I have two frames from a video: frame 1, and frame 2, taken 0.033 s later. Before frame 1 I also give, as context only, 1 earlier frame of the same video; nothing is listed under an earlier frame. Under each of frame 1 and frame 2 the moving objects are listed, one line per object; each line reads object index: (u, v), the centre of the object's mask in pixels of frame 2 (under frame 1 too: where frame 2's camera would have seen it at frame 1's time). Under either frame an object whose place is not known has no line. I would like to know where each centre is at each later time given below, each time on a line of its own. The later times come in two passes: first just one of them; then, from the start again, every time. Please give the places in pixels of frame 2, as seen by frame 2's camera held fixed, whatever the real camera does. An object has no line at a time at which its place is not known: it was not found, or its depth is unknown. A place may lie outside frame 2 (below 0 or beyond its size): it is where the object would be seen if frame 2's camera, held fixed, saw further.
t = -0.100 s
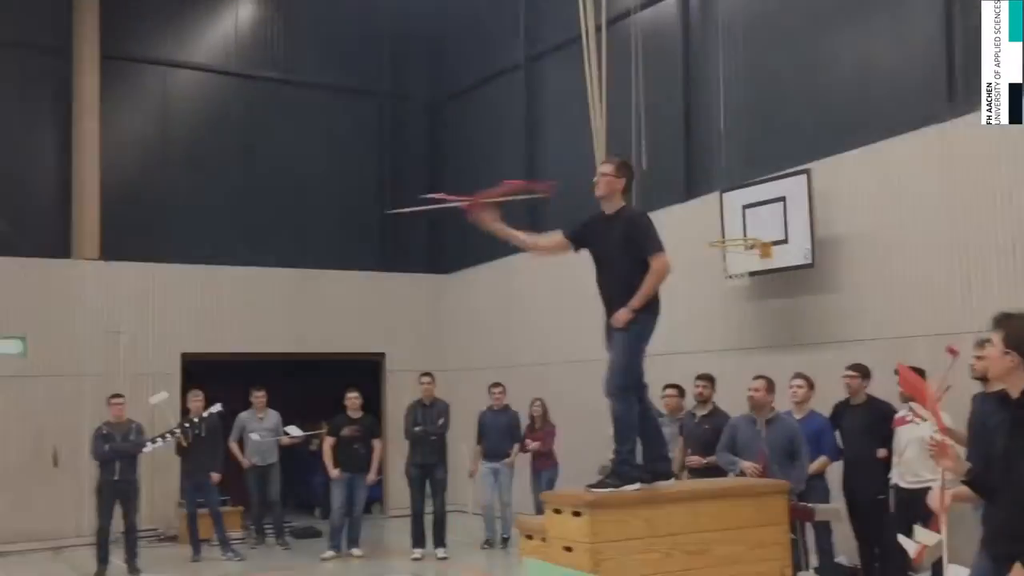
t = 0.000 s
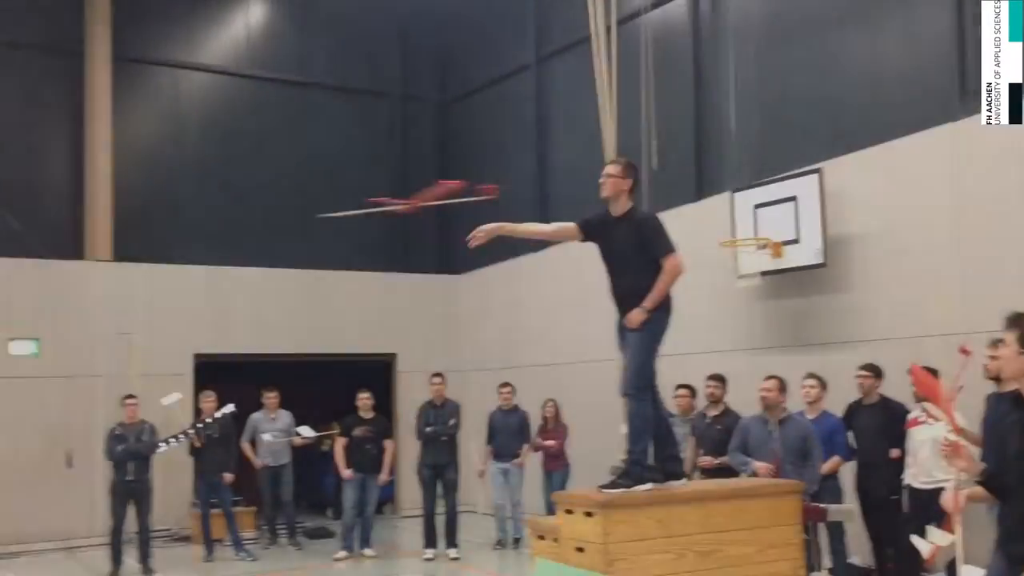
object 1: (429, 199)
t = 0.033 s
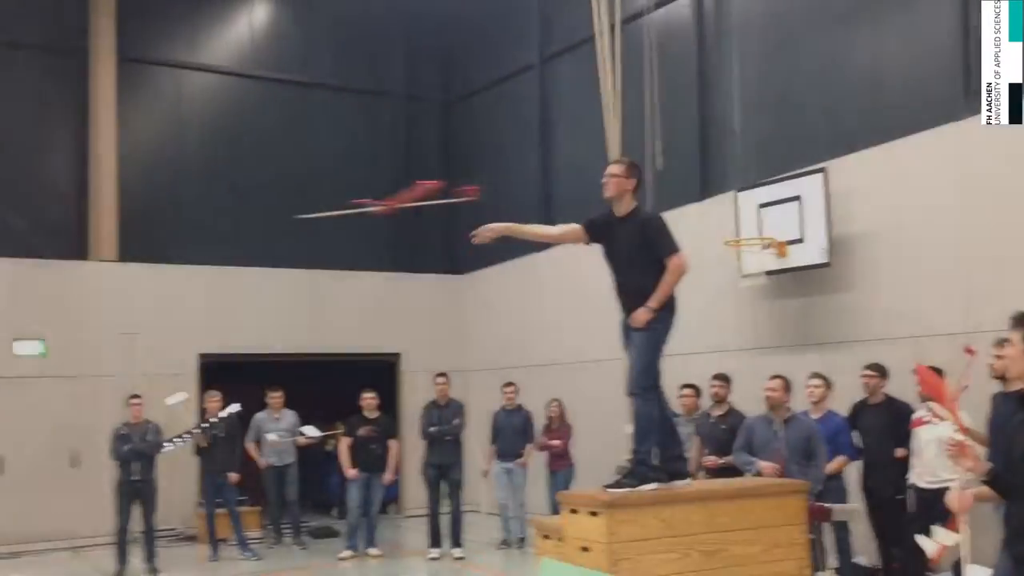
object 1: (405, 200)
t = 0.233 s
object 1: (235, 204)
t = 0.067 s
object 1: (379, 201)
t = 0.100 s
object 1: (351, 202)
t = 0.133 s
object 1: (324, 202)
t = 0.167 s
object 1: (295, 203)
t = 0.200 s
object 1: (266, 203)
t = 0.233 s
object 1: (235, 204)
